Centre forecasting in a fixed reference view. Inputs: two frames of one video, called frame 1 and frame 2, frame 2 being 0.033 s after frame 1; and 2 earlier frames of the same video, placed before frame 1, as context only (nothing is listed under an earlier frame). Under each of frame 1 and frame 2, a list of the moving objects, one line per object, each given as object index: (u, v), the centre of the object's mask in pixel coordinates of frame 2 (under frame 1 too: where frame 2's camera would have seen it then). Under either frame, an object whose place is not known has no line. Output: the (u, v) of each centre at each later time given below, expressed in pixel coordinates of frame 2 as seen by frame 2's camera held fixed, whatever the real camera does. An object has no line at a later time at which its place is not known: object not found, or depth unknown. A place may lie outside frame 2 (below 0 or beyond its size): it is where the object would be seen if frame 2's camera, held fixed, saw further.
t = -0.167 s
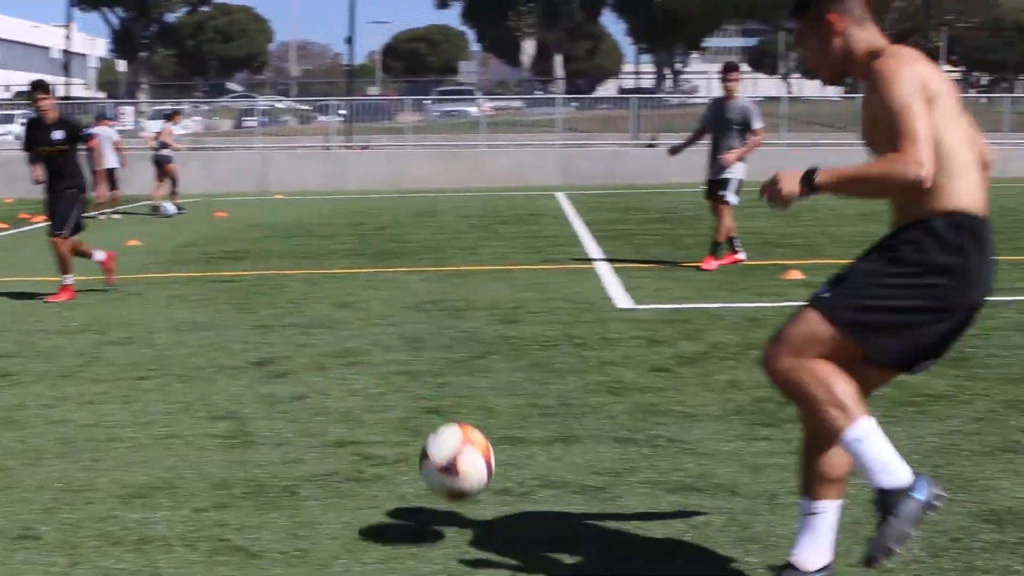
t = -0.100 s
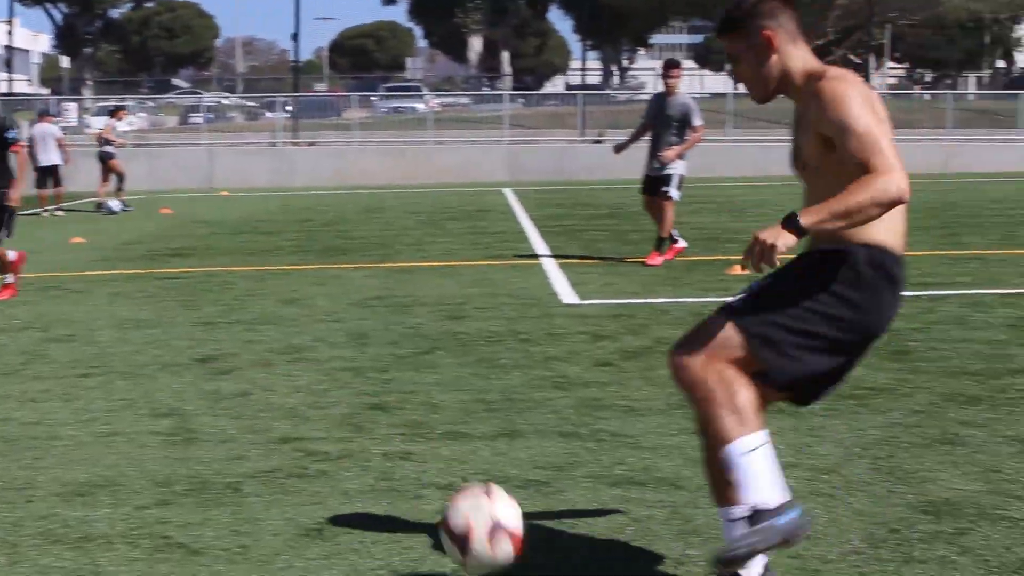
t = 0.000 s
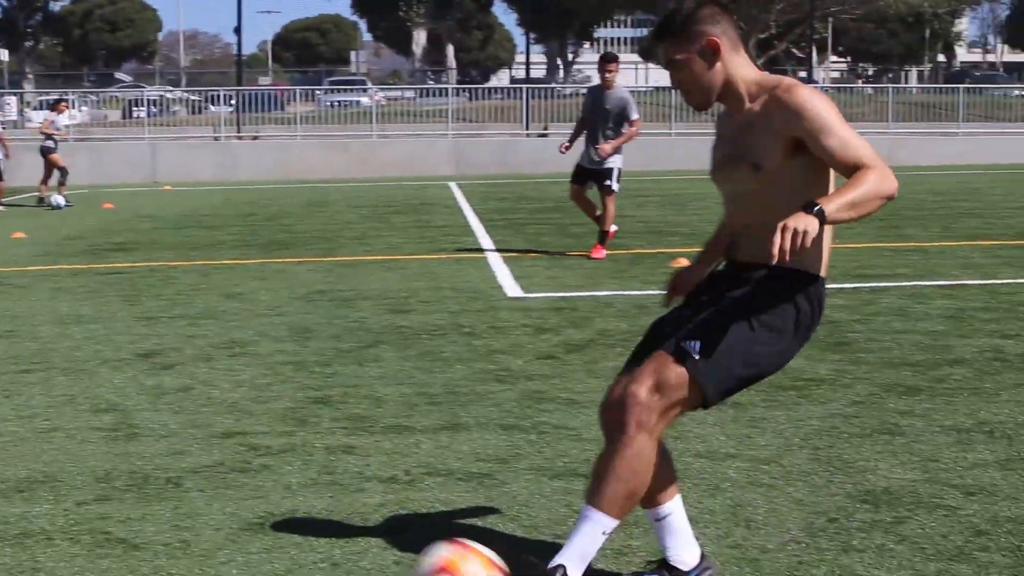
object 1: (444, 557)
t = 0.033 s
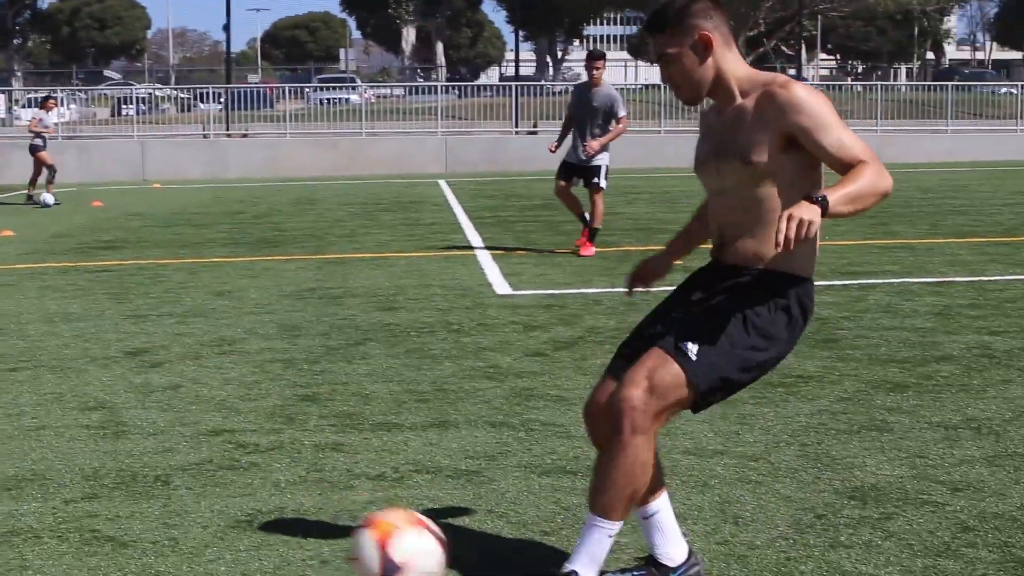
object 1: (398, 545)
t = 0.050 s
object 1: (374, 538)
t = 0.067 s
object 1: (348, 529)
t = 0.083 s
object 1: (323, 519)
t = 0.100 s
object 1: (297, 509)
